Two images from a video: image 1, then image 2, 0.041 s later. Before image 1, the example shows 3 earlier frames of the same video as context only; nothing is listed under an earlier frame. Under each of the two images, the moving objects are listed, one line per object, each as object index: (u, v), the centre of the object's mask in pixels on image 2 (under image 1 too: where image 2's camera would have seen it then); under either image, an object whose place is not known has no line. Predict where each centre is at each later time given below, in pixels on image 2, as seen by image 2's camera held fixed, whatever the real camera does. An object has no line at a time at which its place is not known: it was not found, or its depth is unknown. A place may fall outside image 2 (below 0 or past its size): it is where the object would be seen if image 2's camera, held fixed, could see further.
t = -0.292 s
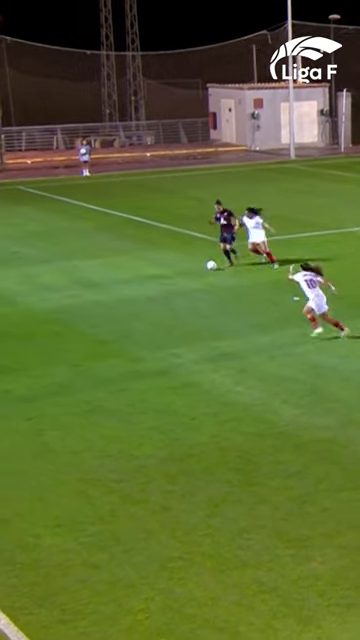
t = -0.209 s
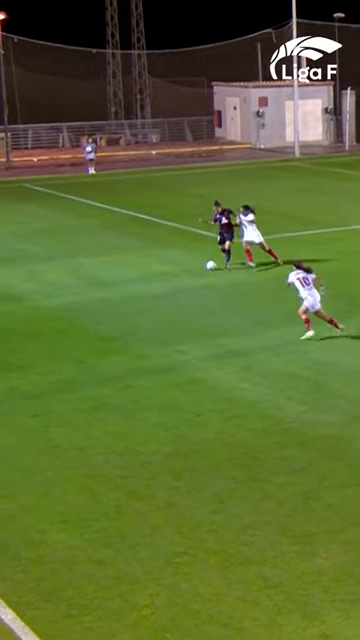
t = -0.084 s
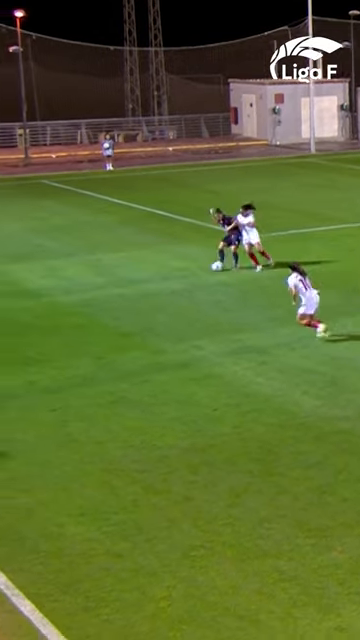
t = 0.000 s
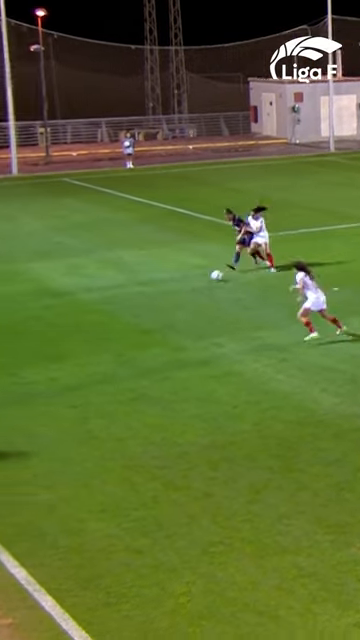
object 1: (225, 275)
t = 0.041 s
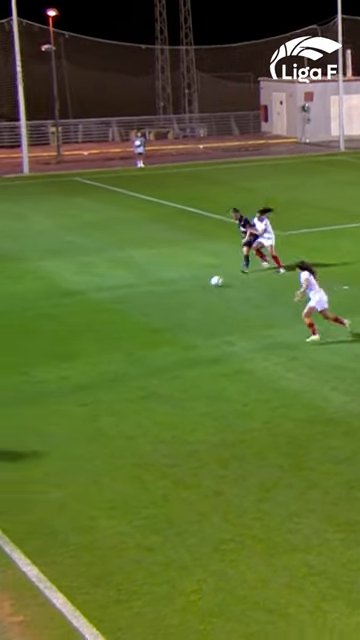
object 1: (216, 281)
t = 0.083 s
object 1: (208, 288)
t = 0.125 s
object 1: (199, 293)
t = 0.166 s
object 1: (190, 300)
